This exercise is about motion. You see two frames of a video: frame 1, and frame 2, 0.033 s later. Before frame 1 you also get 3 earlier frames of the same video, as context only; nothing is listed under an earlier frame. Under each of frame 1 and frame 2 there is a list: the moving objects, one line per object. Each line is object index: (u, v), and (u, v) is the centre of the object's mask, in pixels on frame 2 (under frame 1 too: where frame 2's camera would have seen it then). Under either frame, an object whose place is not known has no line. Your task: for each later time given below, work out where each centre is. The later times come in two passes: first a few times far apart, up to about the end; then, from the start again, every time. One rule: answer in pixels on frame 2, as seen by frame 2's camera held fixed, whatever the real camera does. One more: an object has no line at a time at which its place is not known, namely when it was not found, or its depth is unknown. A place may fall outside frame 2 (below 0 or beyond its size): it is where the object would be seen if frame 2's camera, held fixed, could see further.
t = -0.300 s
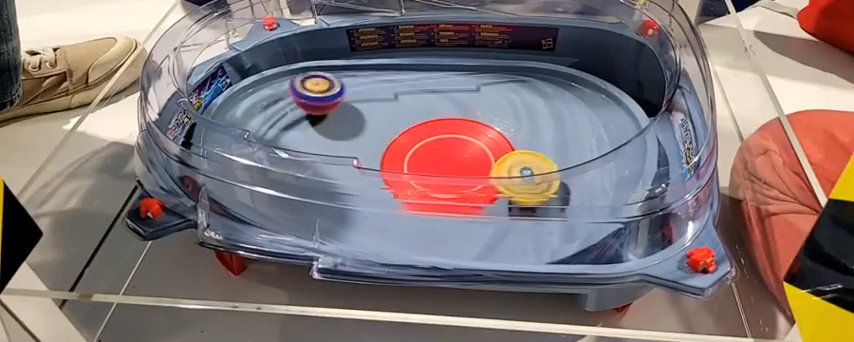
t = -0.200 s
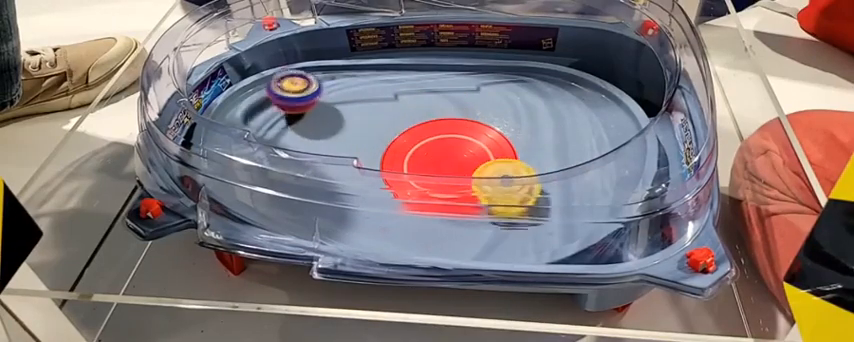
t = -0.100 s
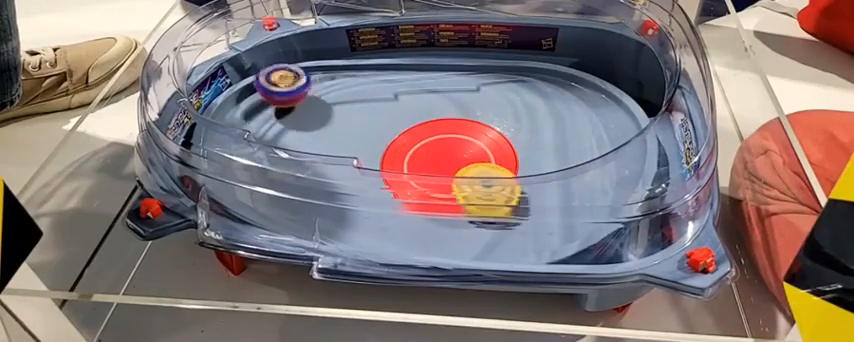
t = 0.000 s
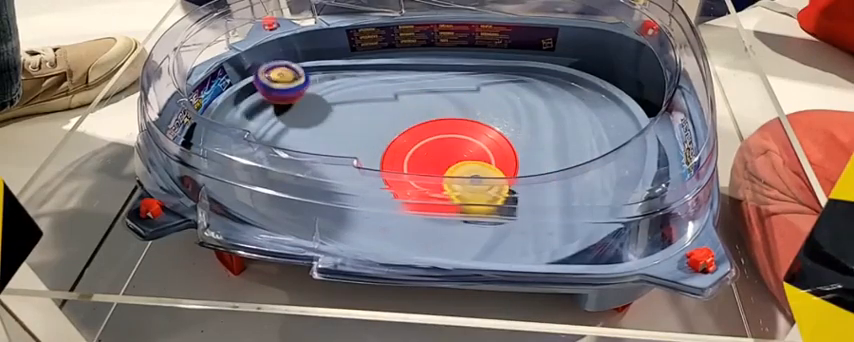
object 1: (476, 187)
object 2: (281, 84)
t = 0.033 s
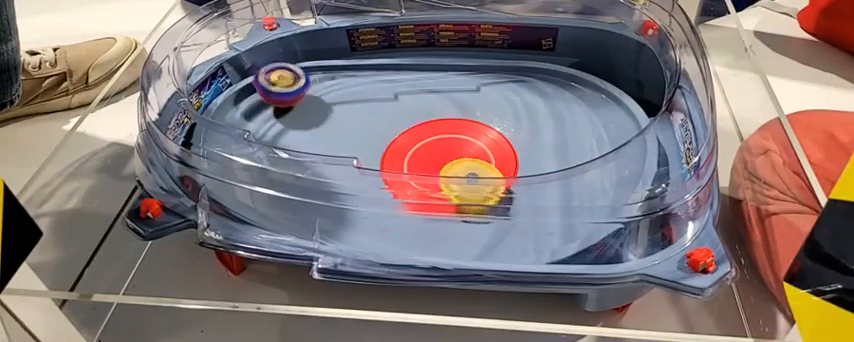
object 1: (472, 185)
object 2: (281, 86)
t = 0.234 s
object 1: (401, 134)
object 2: (296, 82)
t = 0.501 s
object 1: (402, 93)
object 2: (343, 85)
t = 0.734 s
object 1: (497, 129)
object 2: (346, 103)
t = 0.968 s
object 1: (548, 184)
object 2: (372, 140)
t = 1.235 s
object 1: (494, 197)
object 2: (443, 155)
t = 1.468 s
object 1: (477, 193)
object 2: (426, 146)
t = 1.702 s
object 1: (430, 152)
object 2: (480, 110)
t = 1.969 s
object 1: (424, 101)
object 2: (483, 127)
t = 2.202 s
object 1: (445, 100)
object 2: (387, 185)
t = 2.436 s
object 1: (447, 100)
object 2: (377, 190)
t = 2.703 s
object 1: (450, 100)
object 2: (442, 180)
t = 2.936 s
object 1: (449, 97)
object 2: (448, 137)
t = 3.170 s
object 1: (444, 106)
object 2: (490, 172)
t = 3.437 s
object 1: (479, 152)
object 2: (446, 230)
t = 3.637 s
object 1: (478, 153)
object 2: (465, 215)
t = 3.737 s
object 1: (459, 158)
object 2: (483, 207)
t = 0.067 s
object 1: (464, 180)
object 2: (281, 87)
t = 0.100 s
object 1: (453, 175)
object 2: (283, 87)
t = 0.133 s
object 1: (439, 168)
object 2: (285, 86)
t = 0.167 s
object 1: (424, 159)
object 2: (288, 85)
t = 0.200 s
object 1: (412, 148)
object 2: (292, 84)
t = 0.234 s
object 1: (401, 134)
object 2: (296, 82)
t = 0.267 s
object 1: (396, 118)
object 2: (301, 81)
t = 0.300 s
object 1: (395, 106)
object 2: (306, 80)
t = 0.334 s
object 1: (398, 98)
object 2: (312, 79)
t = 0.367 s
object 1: (400, 94)
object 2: (318, 78)
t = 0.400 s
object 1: (402, 92)
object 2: (323, 78)
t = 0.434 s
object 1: (402, 92)
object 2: (330, 79)
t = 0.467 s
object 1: (402, 92)
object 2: (337, 81)
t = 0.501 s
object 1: (402, 93)
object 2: (343, 85)
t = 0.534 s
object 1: (402, 94)
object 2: (349, 86)
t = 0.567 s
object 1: (412, 98)
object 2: (346, 90)
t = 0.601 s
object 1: (426, 104)
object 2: (344, 91)
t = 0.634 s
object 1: (439, 109)
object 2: (343, 94)
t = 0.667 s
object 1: (456, 115)
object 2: (343, 96)
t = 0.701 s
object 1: (475, 122)
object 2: (344, 99)
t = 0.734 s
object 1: (497, 129)
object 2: (346, 103)
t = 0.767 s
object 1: (519, 136)
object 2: (347, 107)
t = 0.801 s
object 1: (536, 147)
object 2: (350, 111)
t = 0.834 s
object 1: (547, 156)
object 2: (354, 116)
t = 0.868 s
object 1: (554, 165)
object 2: (357, 121)
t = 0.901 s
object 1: (556, 173)
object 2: (362, 127)
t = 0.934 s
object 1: (553, 179)
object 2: (366, 133)
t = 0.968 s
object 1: (548, 184)
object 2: (372, 140)
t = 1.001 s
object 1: (541, 187)
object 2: (379, 146)
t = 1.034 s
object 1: (534, 189)
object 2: (387, 152)
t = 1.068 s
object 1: (527, 190)
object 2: (398, 156)
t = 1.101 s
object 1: (520, 192)
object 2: (410, 158)
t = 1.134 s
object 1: (513, 192)
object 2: (422, 159)
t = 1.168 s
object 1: (506, 195)
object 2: (430, 159)
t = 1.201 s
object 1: (500, 196)
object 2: (438, 158)
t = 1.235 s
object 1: (494, 197)
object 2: (443, 155)
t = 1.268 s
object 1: (488, 197)
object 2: (445, 153)
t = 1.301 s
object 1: (484, 198)
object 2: (445, 152)
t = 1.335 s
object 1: (481, 198)
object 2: (444, 151)
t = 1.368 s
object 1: (478, 198)
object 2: (440, 151)
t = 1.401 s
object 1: (477, 197)
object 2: (435, 150)
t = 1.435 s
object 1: (476, 195)
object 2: (430, 147)
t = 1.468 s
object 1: (477, 193)
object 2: (426, 146)
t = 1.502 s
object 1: (479, 189)
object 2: (426, 140)
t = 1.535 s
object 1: (479, 182)
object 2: (428, 135)
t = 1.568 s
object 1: (476, 178)
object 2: (432, 129)
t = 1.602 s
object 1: (469, 170)
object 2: (440, 124)
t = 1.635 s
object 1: (458, 162)
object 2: (452, 118)
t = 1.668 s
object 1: (444, 159)
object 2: (466, 115)
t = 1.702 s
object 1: (430, 152)
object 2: (480, 110)
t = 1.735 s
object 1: (418, 146)
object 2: (493, 106)
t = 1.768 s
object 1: (409, 136)
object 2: (502, 104)
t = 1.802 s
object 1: (404, 125)
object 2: (508, 106)
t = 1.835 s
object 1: (404, 114)
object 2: (510, 109)
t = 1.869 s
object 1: (407, 107)
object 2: (507, 111)
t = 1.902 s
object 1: (412, 102)
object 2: (500, 117)
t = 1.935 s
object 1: (418, 101)
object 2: (491, 121)
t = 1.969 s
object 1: (424, 101)
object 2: (483, 127)
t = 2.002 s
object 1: (431, 102)
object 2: (473, 138)
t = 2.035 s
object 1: (435, 102)
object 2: (465, 148)
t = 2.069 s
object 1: (438, 101)
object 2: (454, 157)
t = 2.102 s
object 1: (440, 101)
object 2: (440, 170)
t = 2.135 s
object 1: (441, 100)
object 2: (422, 178)
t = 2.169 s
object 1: (443, 100)
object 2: (403, 184)
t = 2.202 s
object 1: (445, 100)
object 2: (387, 185)
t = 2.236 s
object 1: (446, 100)
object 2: (377, 185)
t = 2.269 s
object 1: (446, 100)
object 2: (372, 186)
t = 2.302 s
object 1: (446, 100)
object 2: (370, 187)
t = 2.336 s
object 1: (446, 100)
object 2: (371, 187)
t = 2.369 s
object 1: (446, 100)
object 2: (372, 188)
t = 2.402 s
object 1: (447, 100)
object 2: (374, 189)
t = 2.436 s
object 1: (447, 100)
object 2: (377, 190)
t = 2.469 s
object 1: (447, 100)
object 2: (381, 191)
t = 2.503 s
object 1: (447, 100)
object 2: (385, 191)
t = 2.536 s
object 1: (447, 100)
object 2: (391, 192)
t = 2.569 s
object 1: (448, 100)
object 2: (399, 192)
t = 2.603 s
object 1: (449, 100)
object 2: (408, 191)
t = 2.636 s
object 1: (449, 100)
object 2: (420, 190)
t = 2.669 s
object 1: (449, 100)
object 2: (432, 187)
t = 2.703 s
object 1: (450, 100)
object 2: (442, 180)
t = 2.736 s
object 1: (450, 99)
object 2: (449, 175)
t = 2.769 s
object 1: (451, 100)
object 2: (452, 170)
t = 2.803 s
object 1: (451, 100)
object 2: (453, 157)
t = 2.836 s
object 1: (450, 100)
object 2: (451, 152)
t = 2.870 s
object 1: (449, 100)
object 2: (448, 144)
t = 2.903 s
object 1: (449, 99)
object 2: (447, 139)
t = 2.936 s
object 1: (449, 97)
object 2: (448, 137)
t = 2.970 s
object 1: (450, 96)
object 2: (452, 135)
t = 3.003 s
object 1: (450, 97)
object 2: (458, 135)
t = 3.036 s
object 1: (450, 98)
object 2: (467, 139)
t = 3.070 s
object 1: (448, 100)
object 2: (475, 144)
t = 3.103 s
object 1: (446, 101)
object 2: (483, 150)
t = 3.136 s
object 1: (444, 103)
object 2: (488, 158)
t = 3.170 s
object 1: (444, 106)
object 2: (490, 172)
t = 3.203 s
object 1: (447, 112)
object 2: (486, 179)
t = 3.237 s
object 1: (450, 122)
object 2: (480, 189)
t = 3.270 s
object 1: (455, 132)
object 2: (474, 195)
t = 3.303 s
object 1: (462, 145)
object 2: (469, 197)
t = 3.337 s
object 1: (467, 156)
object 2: (466, 197)
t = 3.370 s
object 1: (472, 159)
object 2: (459, 208)
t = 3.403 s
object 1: (477, 156)
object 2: (451, 220)
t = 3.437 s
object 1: (479, 152)
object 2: (446, 230)
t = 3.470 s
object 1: (479, 149)
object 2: (445, 232)
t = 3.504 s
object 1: (478, 146)
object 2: (445, 230)
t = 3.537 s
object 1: (478, 146)
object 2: (449, 225)
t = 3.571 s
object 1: (479, 148)
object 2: (453, 222)
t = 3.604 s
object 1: (480, 150)
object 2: (459, 218)
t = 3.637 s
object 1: (478, 153)
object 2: (465, 215)
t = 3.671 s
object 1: (475, 156)
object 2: (471, 212)
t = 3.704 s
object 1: (468, 157)
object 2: (477, 210)
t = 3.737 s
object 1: (459, 158)
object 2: (483, 207)
